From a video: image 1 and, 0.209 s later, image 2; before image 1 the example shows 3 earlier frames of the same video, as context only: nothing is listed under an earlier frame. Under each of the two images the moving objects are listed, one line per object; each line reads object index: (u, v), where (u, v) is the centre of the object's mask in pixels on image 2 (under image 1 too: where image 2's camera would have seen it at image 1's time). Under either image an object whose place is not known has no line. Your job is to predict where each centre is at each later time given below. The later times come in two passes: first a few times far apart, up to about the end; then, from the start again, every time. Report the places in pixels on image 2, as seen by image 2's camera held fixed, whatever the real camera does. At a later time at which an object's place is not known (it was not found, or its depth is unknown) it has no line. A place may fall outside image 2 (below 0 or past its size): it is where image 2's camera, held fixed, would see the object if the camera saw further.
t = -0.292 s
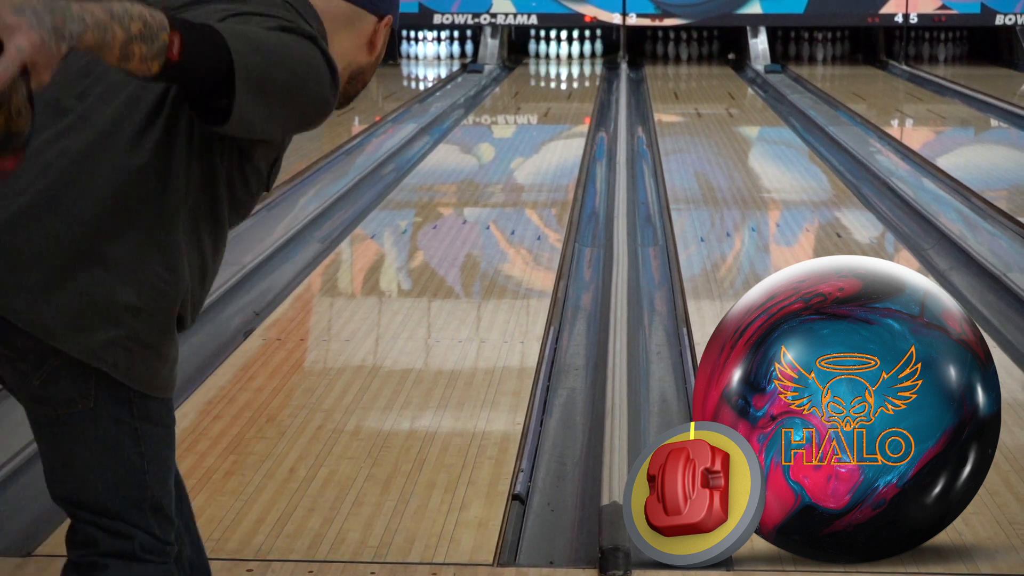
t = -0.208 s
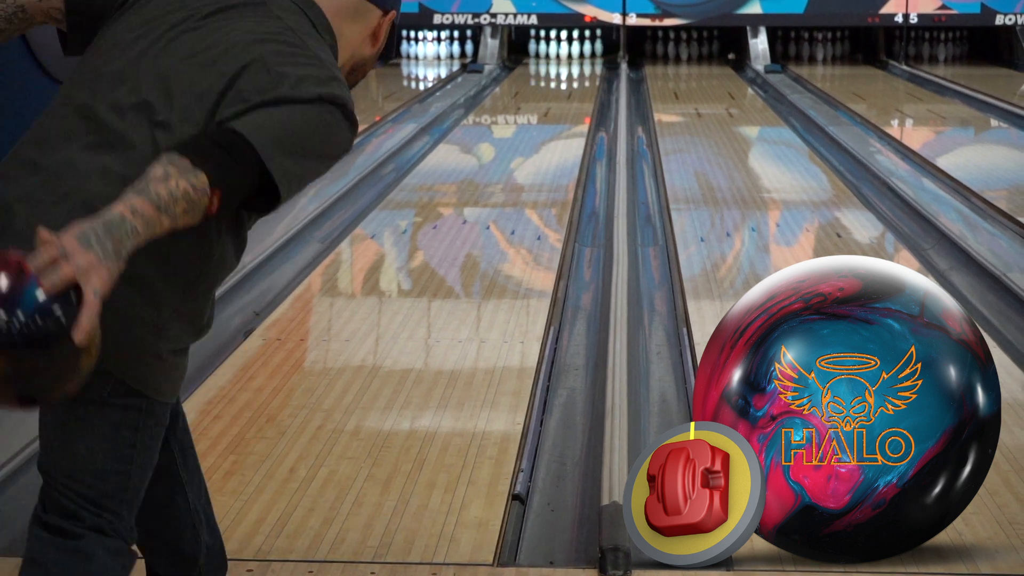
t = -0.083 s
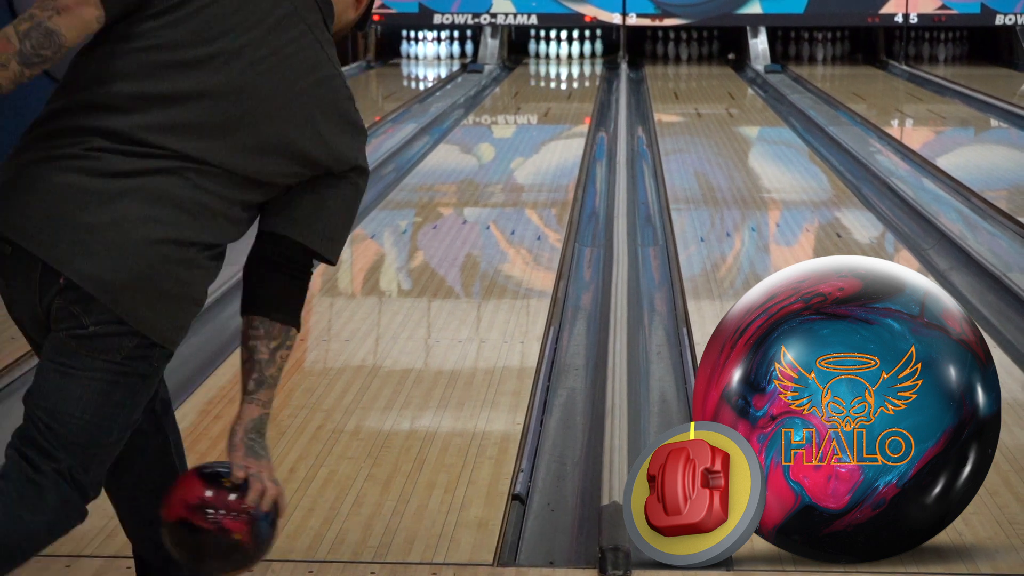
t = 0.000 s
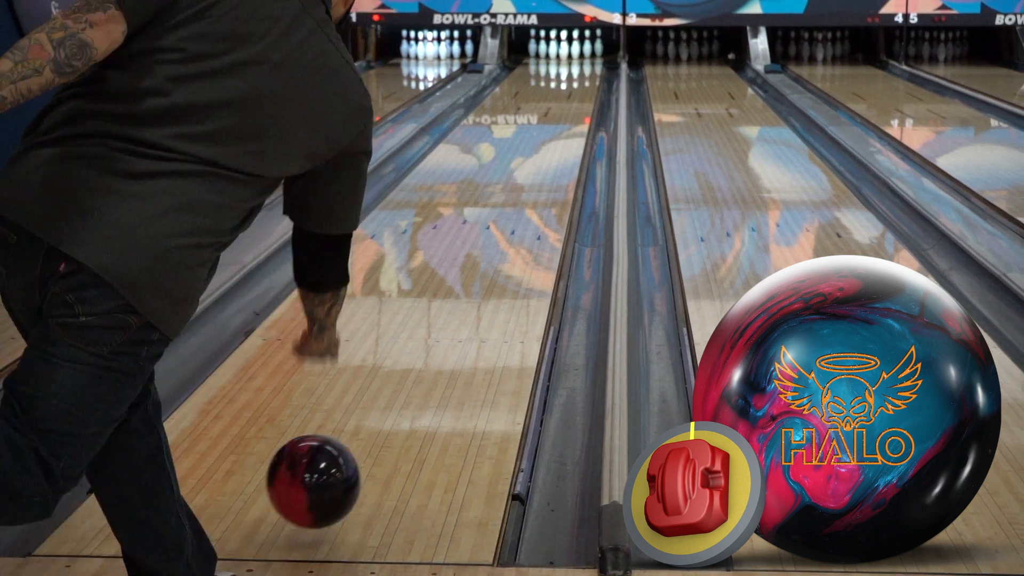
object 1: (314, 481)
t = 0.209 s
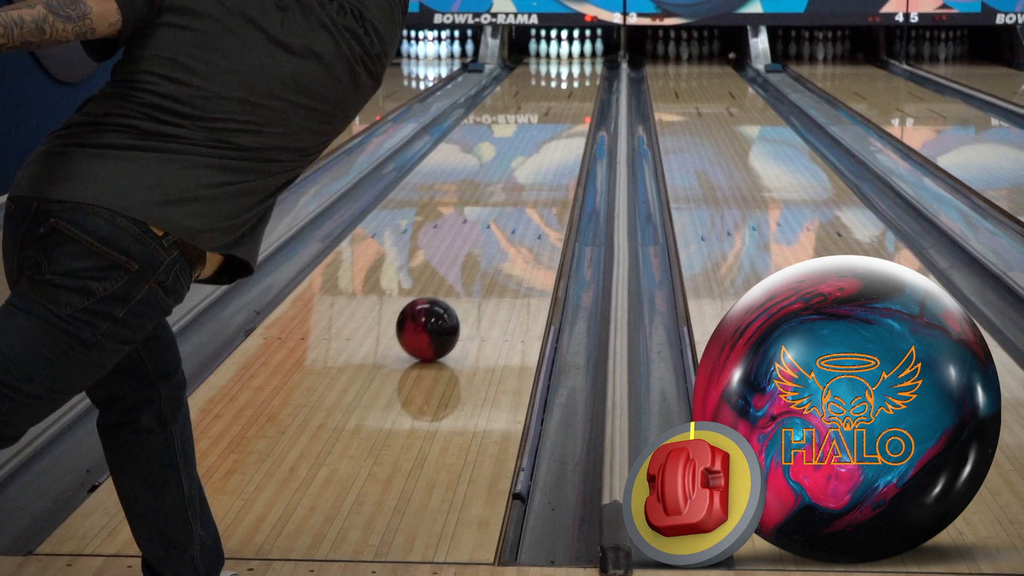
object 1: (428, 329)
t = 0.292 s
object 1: (455, 288)
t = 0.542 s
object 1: (509, 205)
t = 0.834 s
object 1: (543, 149)
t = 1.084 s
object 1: (561, 118)
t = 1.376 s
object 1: (575, 94)
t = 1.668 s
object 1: (581, 77)
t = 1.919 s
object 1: (580, 66)
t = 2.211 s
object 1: (573, 56)
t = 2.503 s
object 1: (566, 49)
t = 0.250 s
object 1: (442, 307)
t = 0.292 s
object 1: (455, 288)
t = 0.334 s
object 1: (467, 271)
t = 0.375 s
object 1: (477, 255)
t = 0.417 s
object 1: (486, 241)
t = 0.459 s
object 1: (494, 228)
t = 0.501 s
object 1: (502, 216)
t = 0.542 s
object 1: (509, 205)
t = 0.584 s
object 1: (515, 195)
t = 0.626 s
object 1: (520, 186)
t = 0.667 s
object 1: (526, 178)
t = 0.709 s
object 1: (531, 170)
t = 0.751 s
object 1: (535, 162)
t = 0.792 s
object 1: (539, 155)
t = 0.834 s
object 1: (543, 149)
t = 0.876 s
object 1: (547, 143)
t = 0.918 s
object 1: (550, 137)
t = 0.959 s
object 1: (553, 132)
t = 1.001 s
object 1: (556, 127)
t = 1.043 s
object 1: (559, 123)
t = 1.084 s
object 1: (561, 118)
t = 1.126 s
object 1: (564, 114)
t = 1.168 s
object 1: (566, 110)
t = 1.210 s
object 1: (568, 107)
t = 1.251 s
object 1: (570, 103)
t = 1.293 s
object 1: (572, 100)
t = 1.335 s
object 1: (573, 96)
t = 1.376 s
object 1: (575, 94)
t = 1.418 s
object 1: (576, 91)
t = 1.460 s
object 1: (577, 89)
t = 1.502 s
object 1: (578, 86)
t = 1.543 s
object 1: (579, 83)
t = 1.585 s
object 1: (579, 81)
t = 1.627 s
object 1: (580, 79)
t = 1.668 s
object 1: (581, 77)
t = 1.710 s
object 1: (581, 74)
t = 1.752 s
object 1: (581, 72)
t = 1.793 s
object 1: (581, 71)
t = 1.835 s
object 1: (581, 69)
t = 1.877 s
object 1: (581, 67)
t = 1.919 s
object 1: (580, 66)
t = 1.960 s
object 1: (579, 64)
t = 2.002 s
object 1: (578, 62)
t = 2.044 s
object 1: (577, 60)
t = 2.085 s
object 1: (577, 59)
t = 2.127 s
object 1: (576, 58)
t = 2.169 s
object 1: (574, 57)
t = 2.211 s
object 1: (573, 56)
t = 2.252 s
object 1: (570, 54)
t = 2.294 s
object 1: (569, 53)
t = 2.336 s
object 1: (568, 52)
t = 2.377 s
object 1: (568, 51)
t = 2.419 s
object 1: (567, 50)
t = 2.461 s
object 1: (567, 49)
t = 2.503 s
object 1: (566, 49)
